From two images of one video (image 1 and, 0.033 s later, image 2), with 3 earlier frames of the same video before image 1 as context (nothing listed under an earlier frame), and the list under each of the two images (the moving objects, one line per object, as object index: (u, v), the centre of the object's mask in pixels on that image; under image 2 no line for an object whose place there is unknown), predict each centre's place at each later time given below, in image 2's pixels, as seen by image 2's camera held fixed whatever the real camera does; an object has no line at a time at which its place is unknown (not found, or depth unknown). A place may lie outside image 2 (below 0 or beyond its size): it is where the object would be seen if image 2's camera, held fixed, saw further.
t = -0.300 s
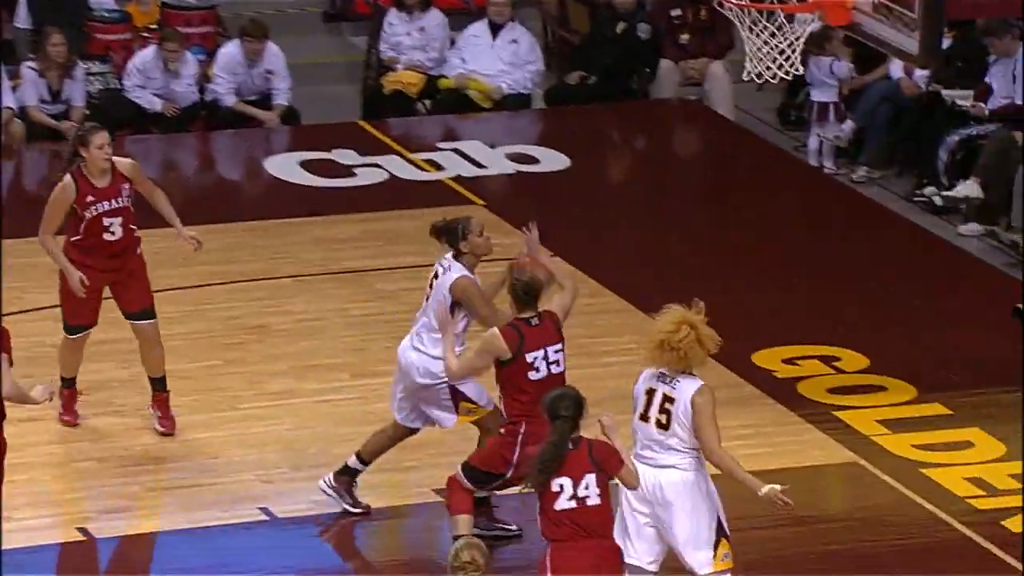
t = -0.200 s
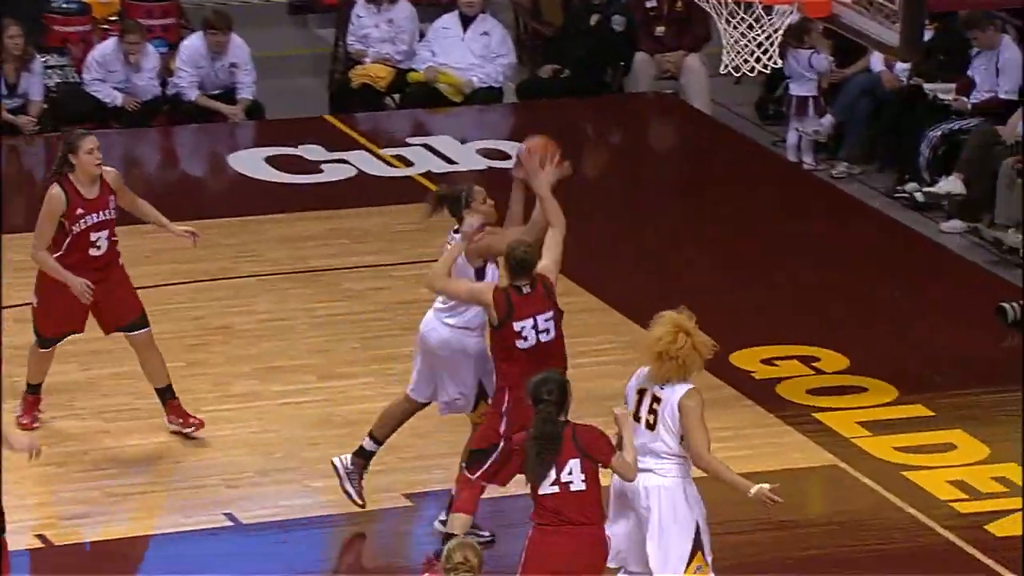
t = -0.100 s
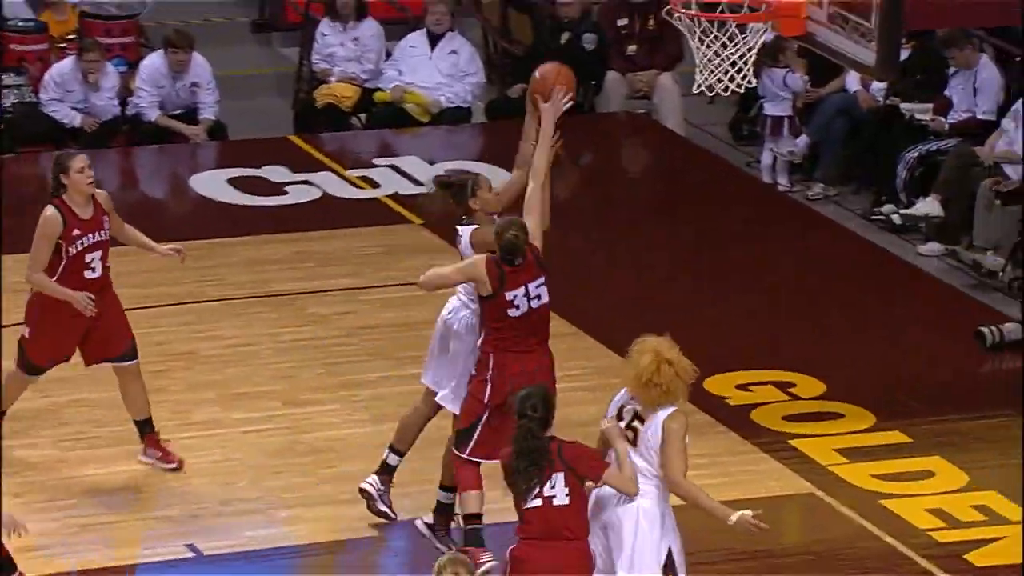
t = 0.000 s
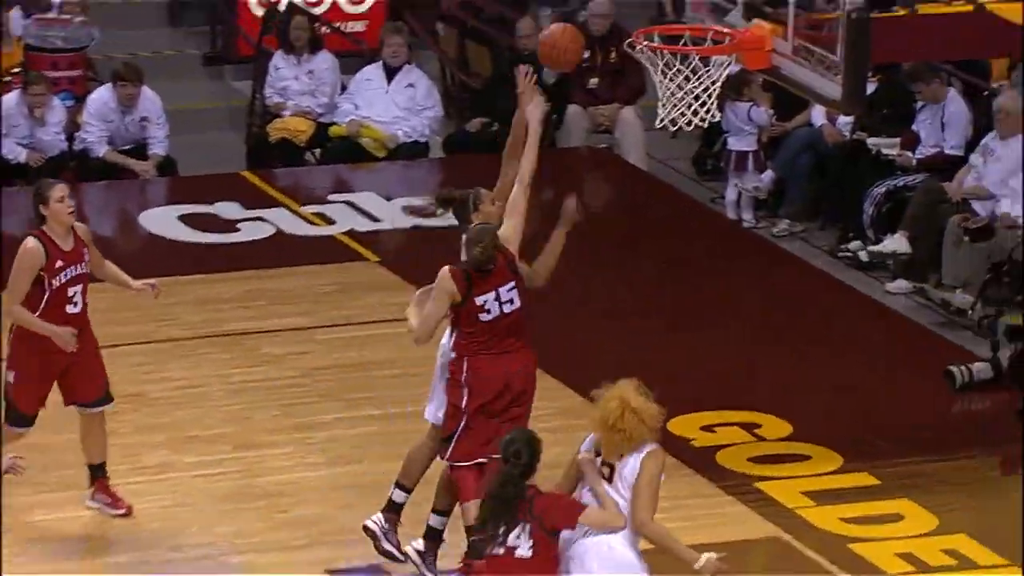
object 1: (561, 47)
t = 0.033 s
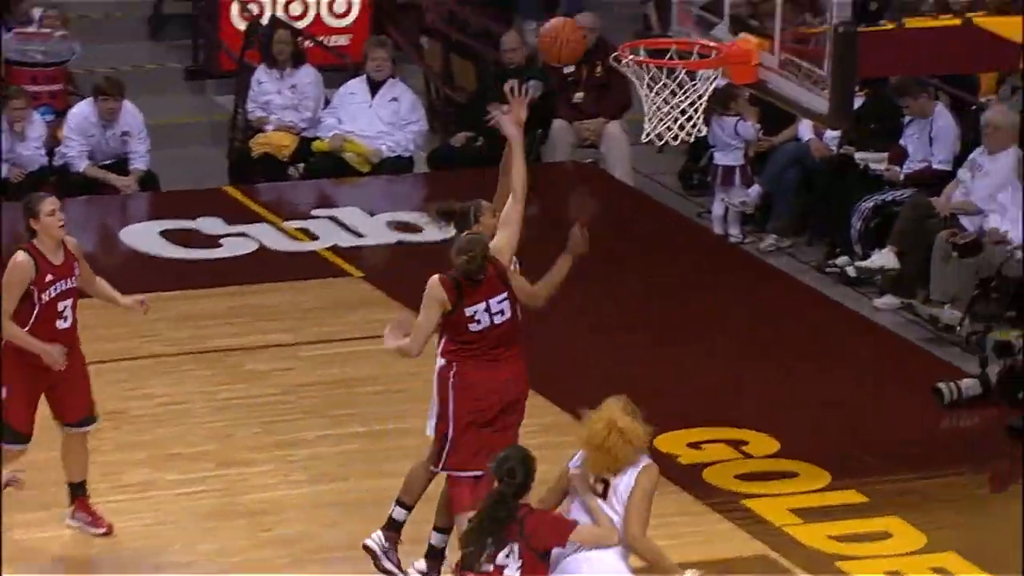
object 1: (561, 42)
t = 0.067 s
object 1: (578, 24)
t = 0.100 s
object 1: (595, 7)
